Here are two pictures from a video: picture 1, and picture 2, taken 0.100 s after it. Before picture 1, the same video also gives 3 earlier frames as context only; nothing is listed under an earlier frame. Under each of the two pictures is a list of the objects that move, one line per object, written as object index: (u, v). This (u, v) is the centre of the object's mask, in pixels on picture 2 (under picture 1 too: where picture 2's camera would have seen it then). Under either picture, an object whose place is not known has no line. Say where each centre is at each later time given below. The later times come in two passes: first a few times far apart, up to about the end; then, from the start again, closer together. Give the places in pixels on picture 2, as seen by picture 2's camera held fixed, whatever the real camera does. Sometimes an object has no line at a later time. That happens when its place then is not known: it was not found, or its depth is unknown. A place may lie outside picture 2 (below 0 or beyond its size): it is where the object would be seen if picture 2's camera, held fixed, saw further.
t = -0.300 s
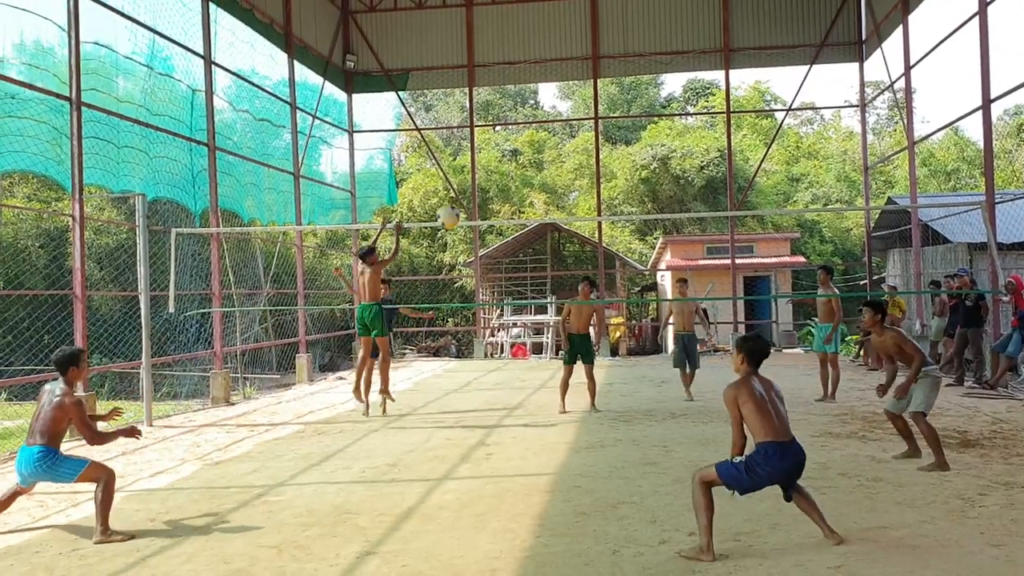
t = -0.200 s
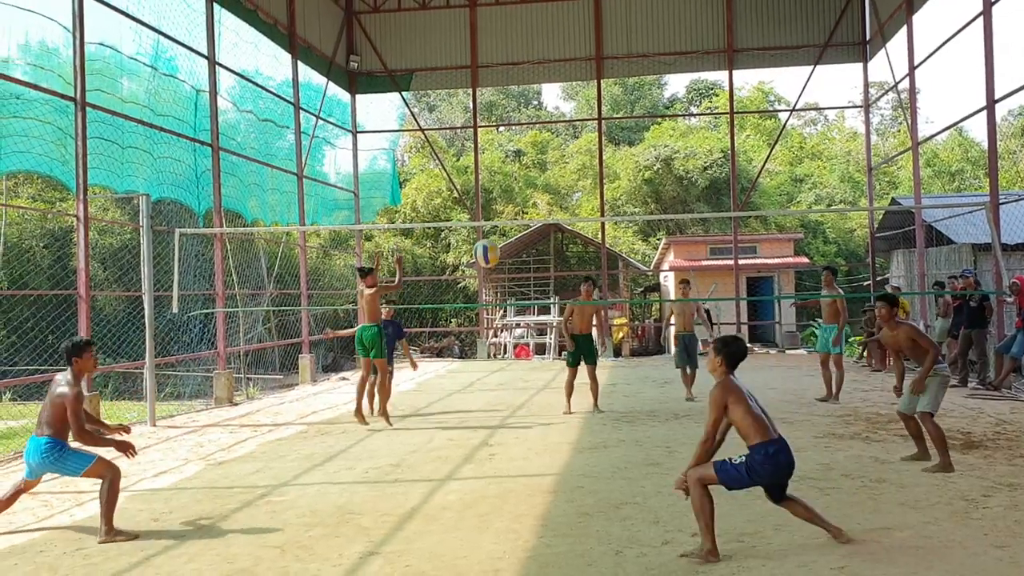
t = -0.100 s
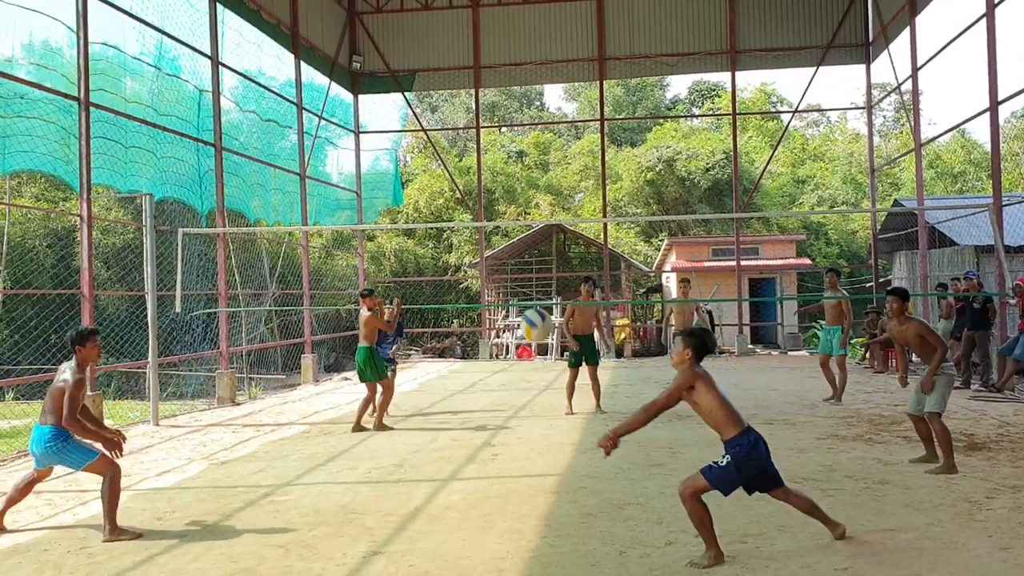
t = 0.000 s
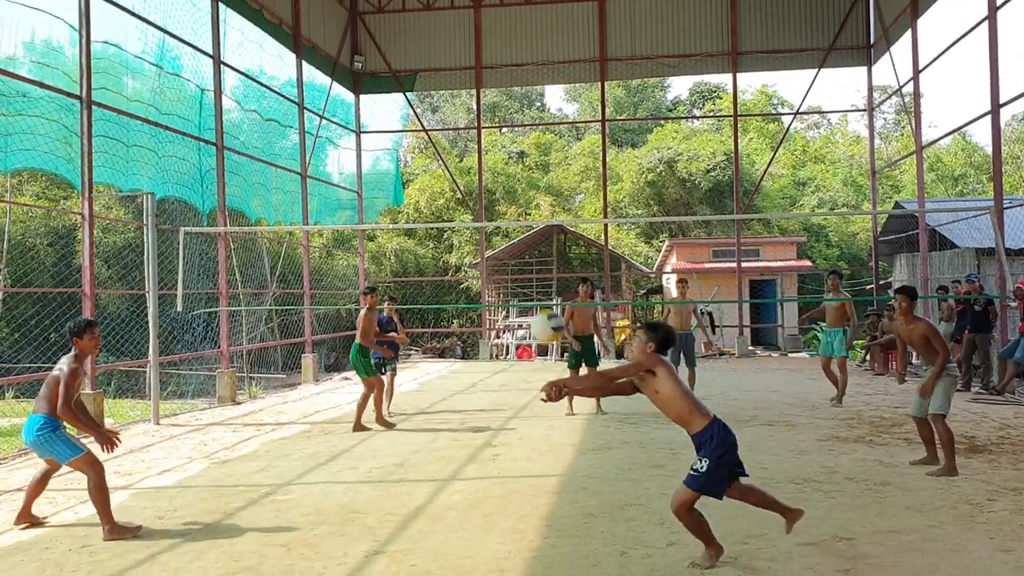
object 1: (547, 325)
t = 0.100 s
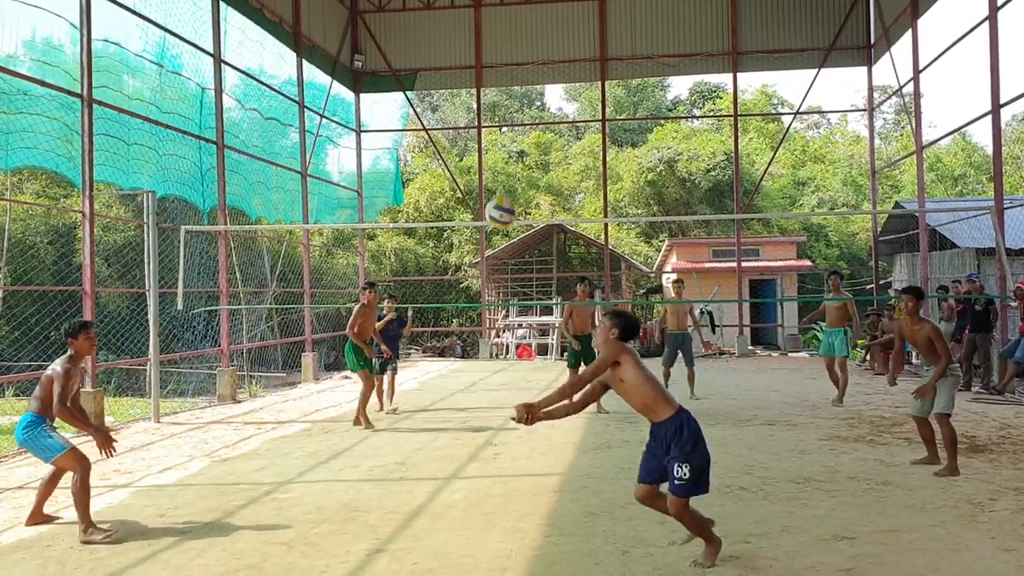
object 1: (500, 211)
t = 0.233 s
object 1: (451, 105)
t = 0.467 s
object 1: (385, 13)
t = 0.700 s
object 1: (340, 4)
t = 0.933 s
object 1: (308, 42)
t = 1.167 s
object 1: (284, 117)
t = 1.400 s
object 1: (268, 216)
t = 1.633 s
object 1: (256, 334)
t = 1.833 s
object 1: (246, 365)
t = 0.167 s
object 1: (475, 153)
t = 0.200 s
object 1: (462, 128)
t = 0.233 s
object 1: (451, 105)
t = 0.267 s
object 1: (440, 86)
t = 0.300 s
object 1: (429, 68)
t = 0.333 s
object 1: (419, 53)
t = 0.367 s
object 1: (410, 40)
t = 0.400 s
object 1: (401, 29)
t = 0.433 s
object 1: (393, 21)
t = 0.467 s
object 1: (385, 13)
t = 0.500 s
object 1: (378, 8)
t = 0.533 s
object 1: (371, 6)
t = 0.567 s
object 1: (364, 4)
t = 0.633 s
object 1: (352, 3)
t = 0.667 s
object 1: (346, 3)
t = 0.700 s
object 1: (340, 4)
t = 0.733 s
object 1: (336, 6)
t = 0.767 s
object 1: (330, 9)
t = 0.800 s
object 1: (325, 14)
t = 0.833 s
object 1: (320, 20)
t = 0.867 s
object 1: (316, 26)
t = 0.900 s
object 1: (312, 34)
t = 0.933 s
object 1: (308, 42)
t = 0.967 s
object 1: (304, 50)
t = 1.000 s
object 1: (300, 60)
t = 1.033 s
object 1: (297, 70)
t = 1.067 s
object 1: (293, 81)
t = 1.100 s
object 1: (291, 92)
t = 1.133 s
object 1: (288, 104)
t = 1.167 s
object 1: (284, 117)
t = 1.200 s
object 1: (282, 129)
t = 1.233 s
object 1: (278, 143)
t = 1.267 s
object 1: (276, 157)
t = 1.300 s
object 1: (274, 171)
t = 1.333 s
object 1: (272, 186)
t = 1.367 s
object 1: (269, 201)
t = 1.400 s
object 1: (268, 216)
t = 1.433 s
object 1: (265, 234)
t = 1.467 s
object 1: (264, 248)
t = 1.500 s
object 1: (262, 265)
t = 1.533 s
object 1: (260, 281)
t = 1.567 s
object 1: (259, 298)
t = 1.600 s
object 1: (257, 316)
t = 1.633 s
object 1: (256, 334)
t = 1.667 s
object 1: (254, 352)
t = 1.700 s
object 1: (253, 371)
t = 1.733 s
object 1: (251, 389)
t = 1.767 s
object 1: (249, 392)
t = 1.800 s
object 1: (247, 379)
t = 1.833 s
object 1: (246, 365)
